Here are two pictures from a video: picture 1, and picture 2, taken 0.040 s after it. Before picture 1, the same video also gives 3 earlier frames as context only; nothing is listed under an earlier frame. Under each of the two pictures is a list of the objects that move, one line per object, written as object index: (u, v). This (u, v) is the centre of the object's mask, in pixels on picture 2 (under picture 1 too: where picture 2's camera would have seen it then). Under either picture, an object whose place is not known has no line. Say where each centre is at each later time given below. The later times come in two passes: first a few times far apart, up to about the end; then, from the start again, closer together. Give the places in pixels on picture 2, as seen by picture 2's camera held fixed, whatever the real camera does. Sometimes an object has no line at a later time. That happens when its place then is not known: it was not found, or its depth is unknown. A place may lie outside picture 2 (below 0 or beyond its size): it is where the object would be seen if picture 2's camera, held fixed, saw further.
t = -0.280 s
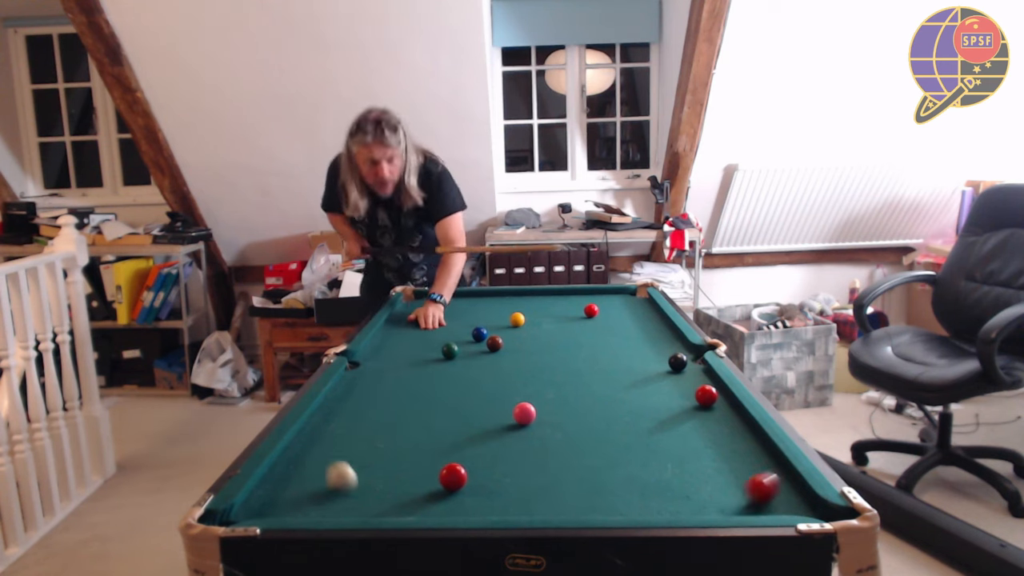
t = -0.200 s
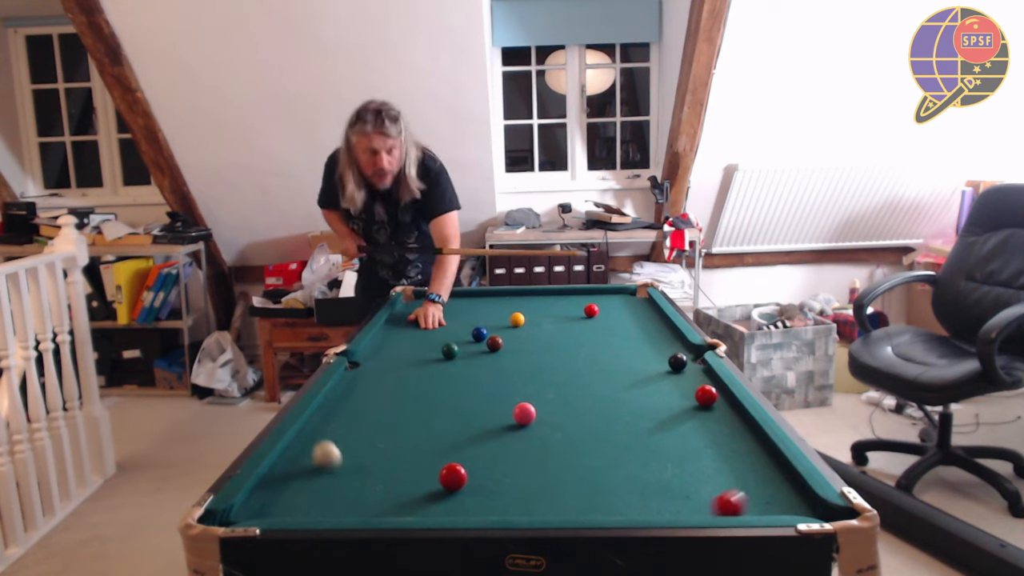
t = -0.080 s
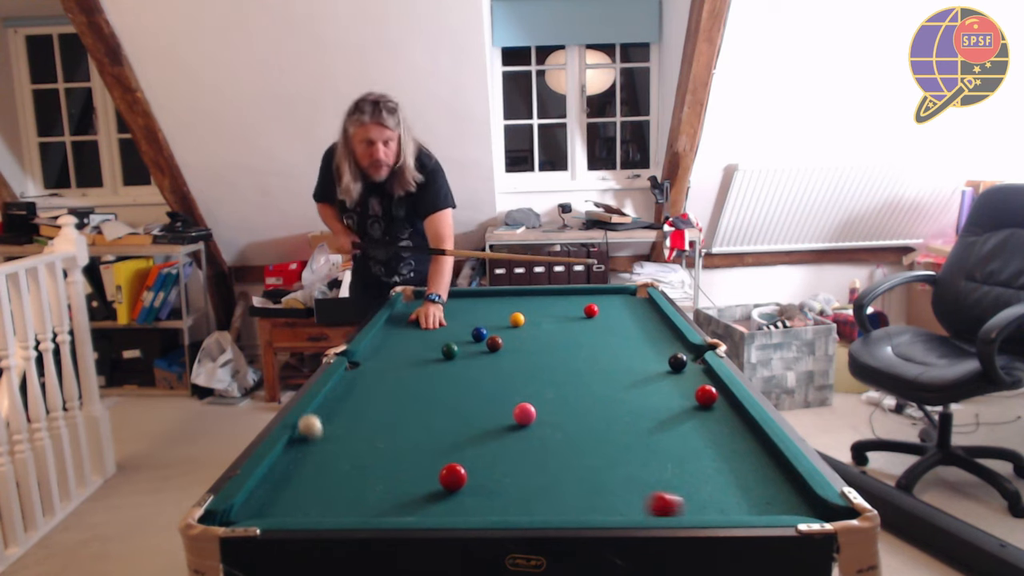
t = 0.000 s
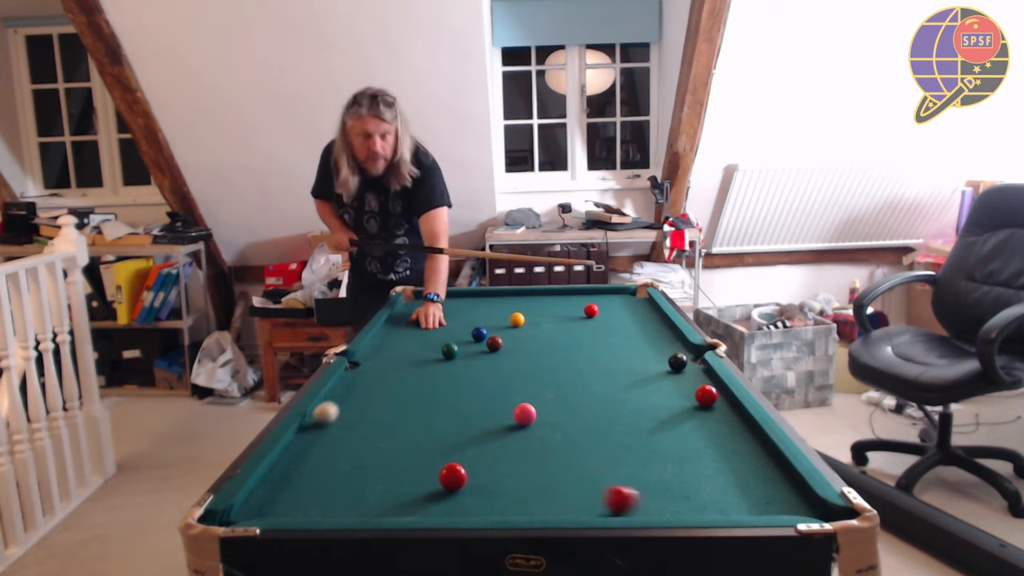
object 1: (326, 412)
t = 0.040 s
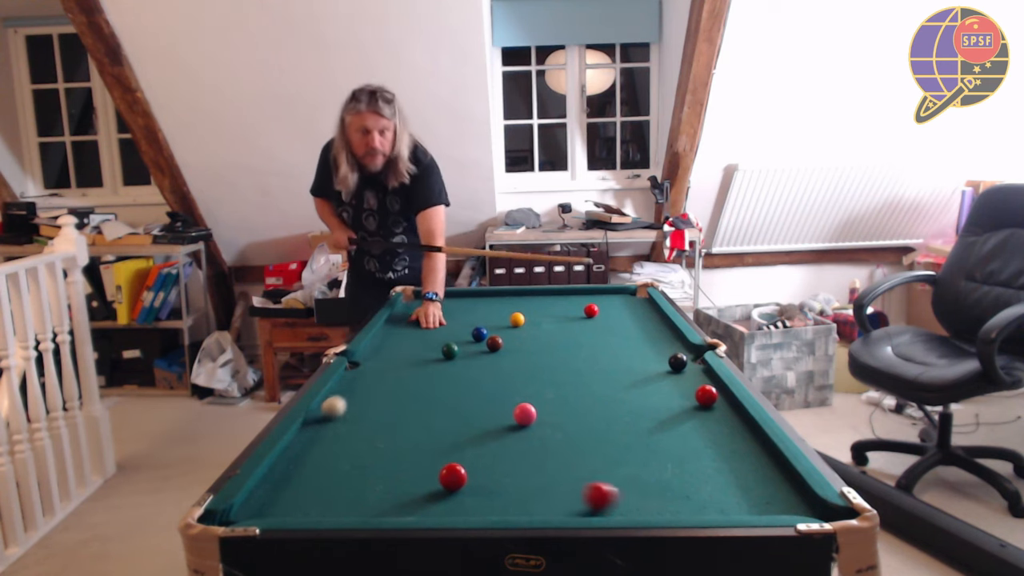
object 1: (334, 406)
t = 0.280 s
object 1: (376, 375)
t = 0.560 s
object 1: (410, 352)
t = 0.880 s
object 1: (449, 329)
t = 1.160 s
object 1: (476, 312)
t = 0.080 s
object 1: (341, 400)
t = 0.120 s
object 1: (349, 395)
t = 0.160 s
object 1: (356, 390)
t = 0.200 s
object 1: (363, 385)
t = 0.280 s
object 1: (376, 375)
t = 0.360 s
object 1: (388, 367)
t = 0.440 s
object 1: (394, 363)
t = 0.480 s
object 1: (399, 359)
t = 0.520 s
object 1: (405, 355)
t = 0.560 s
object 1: (410, 352)
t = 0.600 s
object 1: (415, 349)
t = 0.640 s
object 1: (421, 345)
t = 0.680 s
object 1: (426, 342)
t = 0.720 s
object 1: (431, 339)
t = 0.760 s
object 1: (435, 336)
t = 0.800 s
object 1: (440, 334)
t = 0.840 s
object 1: (444, 331)
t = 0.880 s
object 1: (449, 329)
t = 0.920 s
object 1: (453, 326)
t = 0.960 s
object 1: (457, 324)
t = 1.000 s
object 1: (461, 321)
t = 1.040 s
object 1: (465, 319)
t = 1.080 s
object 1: (469, 317)
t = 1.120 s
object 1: (473, 315)
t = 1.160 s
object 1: (476, 312)
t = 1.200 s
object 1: (480, 310)
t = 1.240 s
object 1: (483, 308)
